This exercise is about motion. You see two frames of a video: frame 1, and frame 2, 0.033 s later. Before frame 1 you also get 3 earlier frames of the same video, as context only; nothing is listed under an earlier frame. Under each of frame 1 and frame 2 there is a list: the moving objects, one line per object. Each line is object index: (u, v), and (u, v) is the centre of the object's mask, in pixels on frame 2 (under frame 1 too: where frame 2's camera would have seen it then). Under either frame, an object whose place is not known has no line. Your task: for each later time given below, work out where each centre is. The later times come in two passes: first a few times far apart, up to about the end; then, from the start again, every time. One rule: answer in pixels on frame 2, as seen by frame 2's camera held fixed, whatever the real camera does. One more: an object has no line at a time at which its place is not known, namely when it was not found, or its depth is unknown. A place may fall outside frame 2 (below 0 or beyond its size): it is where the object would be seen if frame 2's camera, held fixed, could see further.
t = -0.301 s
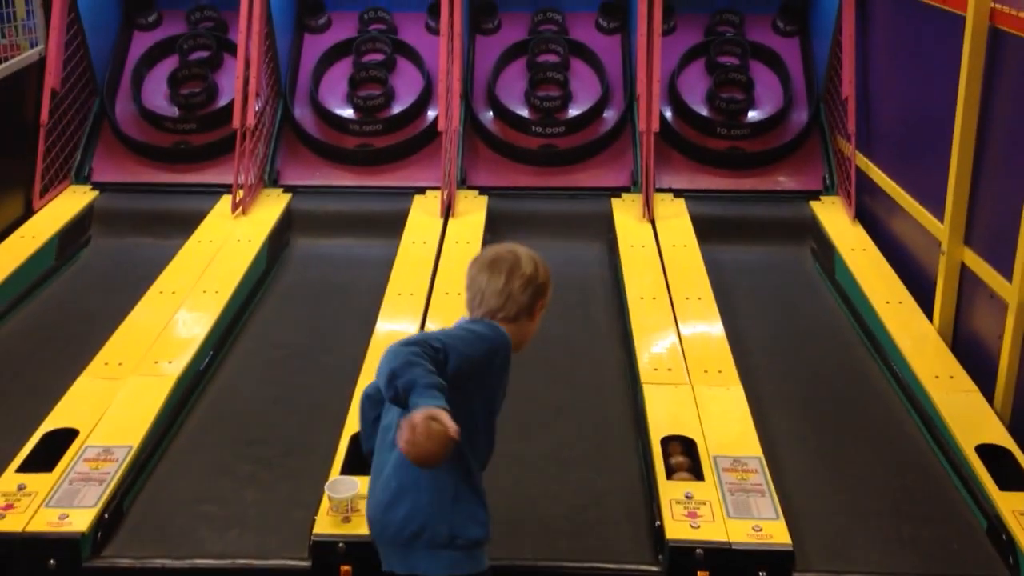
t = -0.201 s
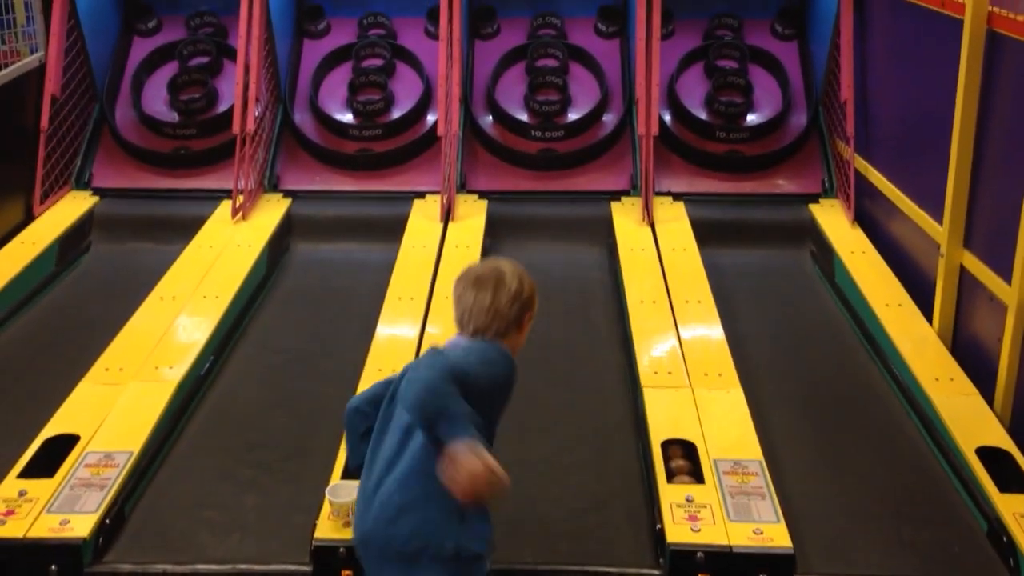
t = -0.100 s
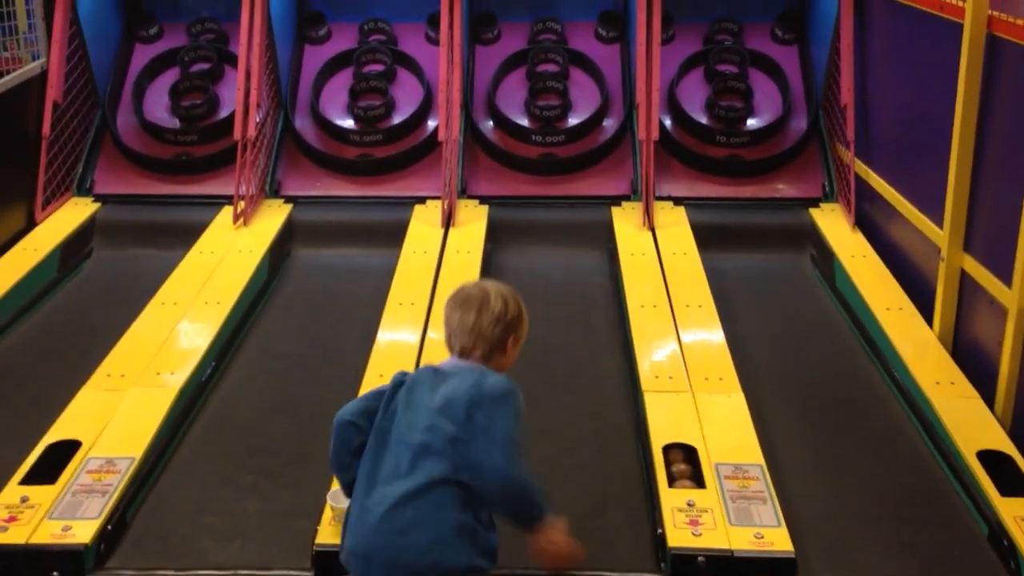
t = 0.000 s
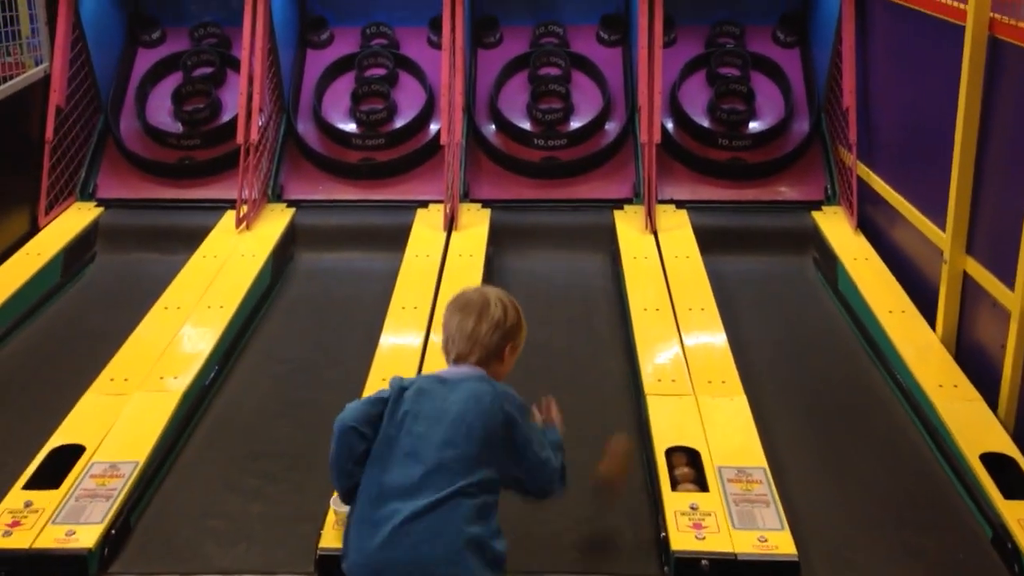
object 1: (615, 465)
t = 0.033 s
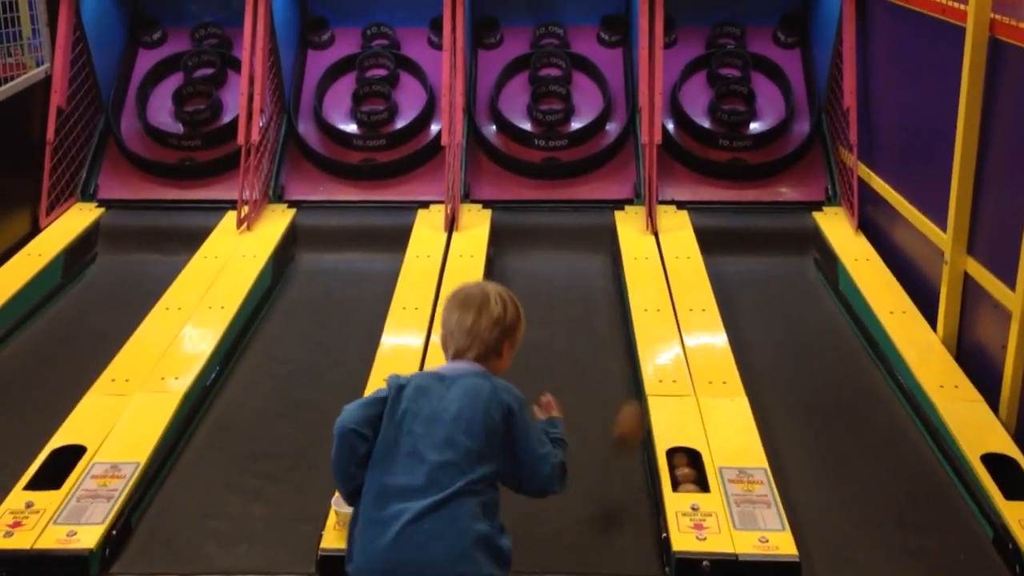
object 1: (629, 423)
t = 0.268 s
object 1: (692, 299)
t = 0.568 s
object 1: (731, 232)
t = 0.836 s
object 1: (781, 230)
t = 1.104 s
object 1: (815, 279)
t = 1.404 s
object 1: (827, 298)
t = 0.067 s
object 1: (637, 398)
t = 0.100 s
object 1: (652, 374)
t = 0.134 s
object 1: (662, 359)
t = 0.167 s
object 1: (670, 348)
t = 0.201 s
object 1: (679, 328)
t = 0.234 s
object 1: (686, 311)
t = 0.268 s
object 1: (692, 299)
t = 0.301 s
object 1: (697, 287)
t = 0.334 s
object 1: (702, 274)
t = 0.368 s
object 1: (706, 262)
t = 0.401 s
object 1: (711, 252)
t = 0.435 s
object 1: (713, 246)
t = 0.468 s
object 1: (717, 242)
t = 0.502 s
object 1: (721, 241)
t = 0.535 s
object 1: (724, 242)
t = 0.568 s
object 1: (731, 232)
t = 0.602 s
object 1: (737, 222)
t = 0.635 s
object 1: (745, 216)
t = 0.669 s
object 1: (752, 212)
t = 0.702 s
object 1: (758, 211)
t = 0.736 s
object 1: (764, 212)
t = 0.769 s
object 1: (771, 216)
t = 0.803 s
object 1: (776, 221)
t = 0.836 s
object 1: (781, 230)
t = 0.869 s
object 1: (787, 241)
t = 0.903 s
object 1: (794, 253)
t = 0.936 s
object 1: (802, 259)
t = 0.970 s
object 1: (809, 265)
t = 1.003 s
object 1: (810, 268)
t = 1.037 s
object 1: (811, 273)
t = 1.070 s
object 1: (813, 276)
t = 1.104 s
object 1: (815, 279)
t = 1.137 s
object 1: (816, 281)
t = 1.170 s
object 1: (818, 283)
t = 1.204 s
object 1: (820, 286)
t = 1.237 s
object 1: (821, 287)
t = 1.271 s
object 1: (822, 288)
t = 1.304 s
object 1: (824, 291)
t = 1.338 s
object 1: (825, 294)
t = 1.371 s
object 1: (826, 295)
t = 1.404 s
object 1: (827, 298)
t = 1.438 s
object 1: (829, 299)
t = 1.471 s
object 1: (831, 302)
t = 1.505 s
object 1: (832, 304)
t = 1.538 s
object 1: (834, 306)
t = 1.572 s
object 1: (835, 308)
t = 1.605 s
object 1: (837, 313)
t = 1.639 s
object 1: (838, 314)
